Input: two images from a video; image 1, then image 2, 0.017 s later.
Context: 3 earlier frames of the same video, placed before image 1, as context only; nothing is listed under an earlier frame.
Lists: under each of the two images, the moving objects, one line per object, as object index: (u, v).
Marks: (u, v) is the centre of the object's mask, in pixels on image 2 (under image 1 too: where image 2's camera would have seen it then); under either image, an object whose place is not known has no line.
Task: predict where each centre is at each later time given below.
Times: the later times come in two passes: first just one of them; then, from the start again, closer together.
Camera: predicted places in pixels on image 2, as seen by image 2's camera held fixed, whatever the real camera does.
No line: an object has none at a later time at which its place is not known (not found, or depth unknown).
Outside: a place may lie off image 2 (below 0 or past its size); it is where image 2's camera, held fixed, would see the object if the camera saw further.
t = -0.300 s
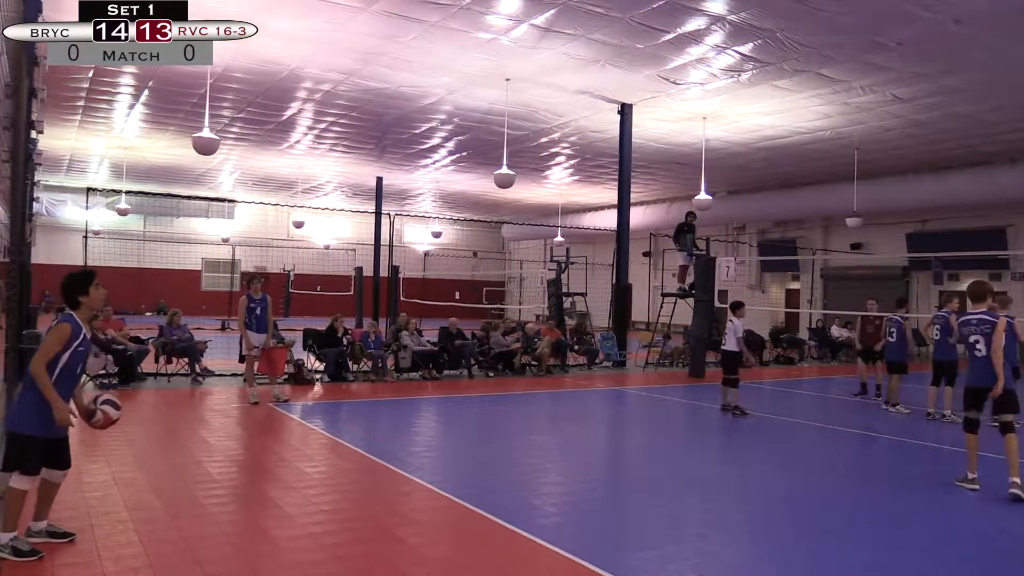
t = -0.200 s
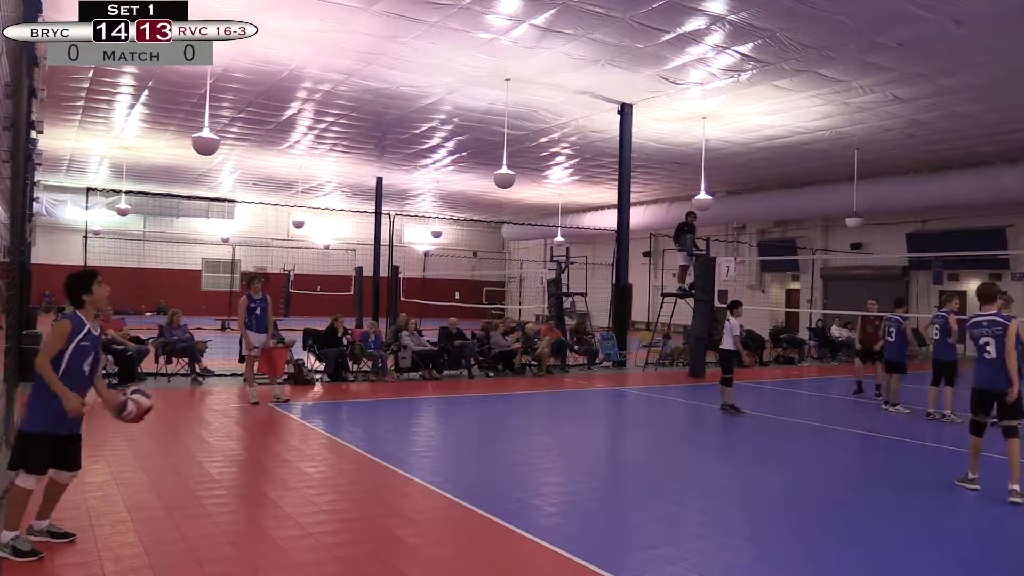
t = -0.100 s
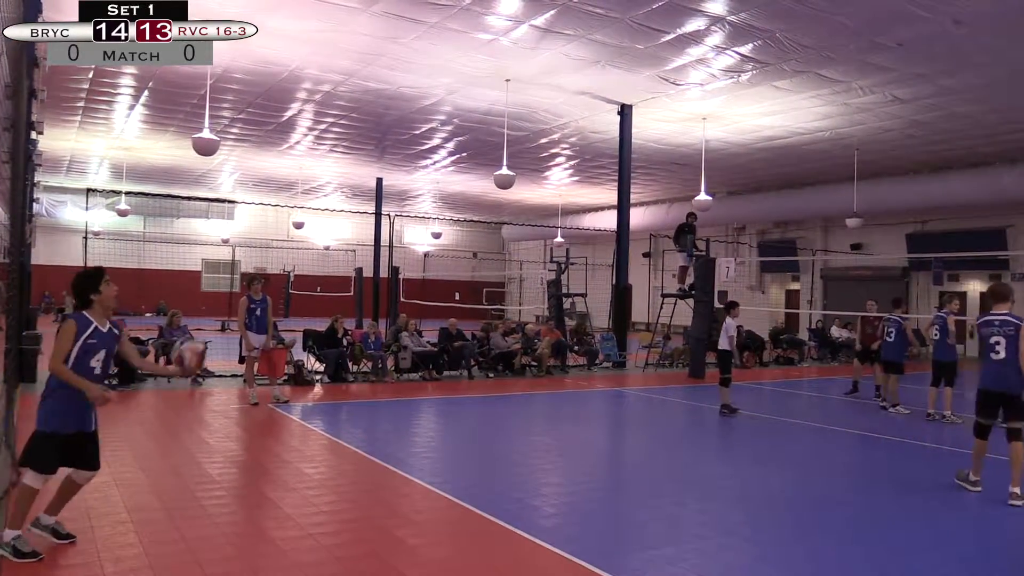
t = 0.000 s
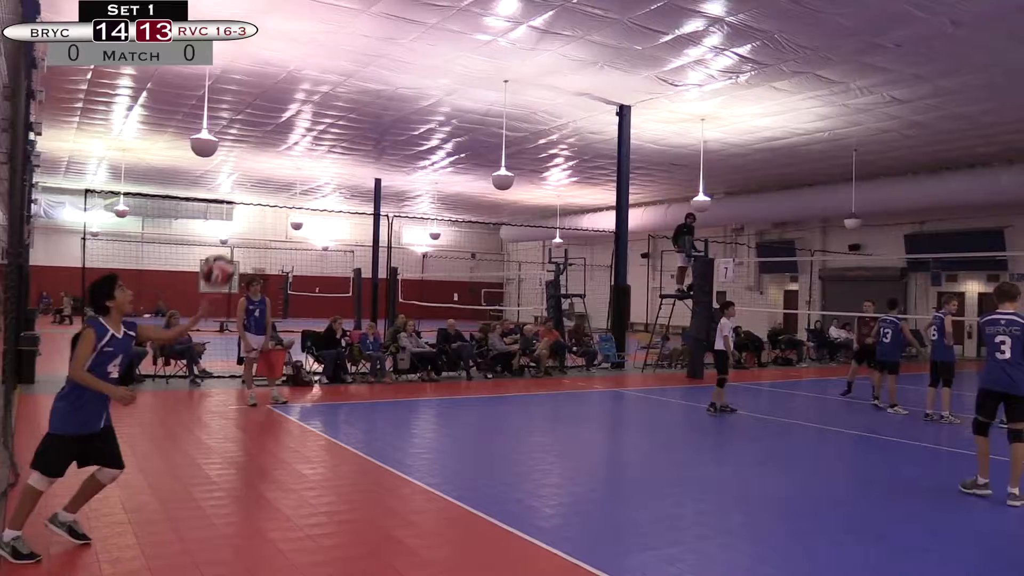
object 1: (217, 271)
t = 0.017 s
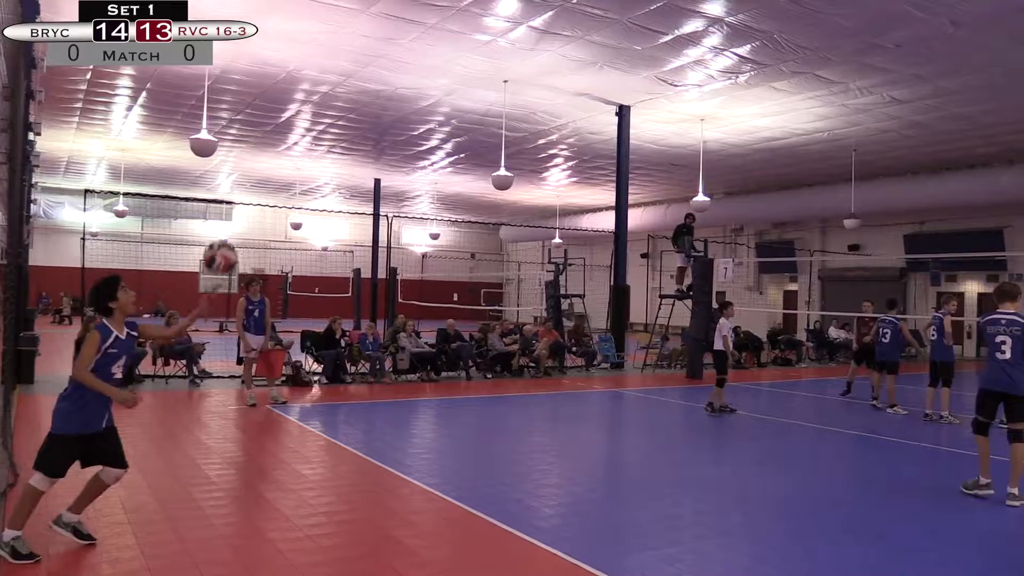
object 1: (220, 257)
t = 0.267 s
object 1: (270, 115)
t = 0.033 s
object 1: (224, 245)
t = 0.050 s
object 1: (227, 232)
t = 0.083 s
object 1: (234, 209)
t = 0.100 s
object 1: (237, 198)
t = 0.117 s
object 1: (241, 187)
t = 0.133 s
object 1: (244, 178)
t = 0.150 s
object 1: (248, 168)
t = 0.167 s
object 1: (251, 159)
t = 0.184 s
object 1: (254, 151)
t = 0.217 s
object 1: (261, 135)
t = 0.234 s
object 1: (263, 128)
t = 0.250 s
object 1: (267, 121)
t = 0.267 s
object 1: (270, 115)
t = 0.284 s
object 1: (273, 109)
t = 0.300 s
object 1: (276, 103)
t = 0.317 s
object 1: (279, 98)
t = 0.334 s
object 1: (282, 93)
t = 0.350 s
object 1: (285, 89)
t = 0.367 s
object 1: (288, 85)
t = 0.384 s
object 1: (291, 82)
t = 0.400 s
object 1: (294, 79)
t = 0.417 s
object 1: (297, 77)
